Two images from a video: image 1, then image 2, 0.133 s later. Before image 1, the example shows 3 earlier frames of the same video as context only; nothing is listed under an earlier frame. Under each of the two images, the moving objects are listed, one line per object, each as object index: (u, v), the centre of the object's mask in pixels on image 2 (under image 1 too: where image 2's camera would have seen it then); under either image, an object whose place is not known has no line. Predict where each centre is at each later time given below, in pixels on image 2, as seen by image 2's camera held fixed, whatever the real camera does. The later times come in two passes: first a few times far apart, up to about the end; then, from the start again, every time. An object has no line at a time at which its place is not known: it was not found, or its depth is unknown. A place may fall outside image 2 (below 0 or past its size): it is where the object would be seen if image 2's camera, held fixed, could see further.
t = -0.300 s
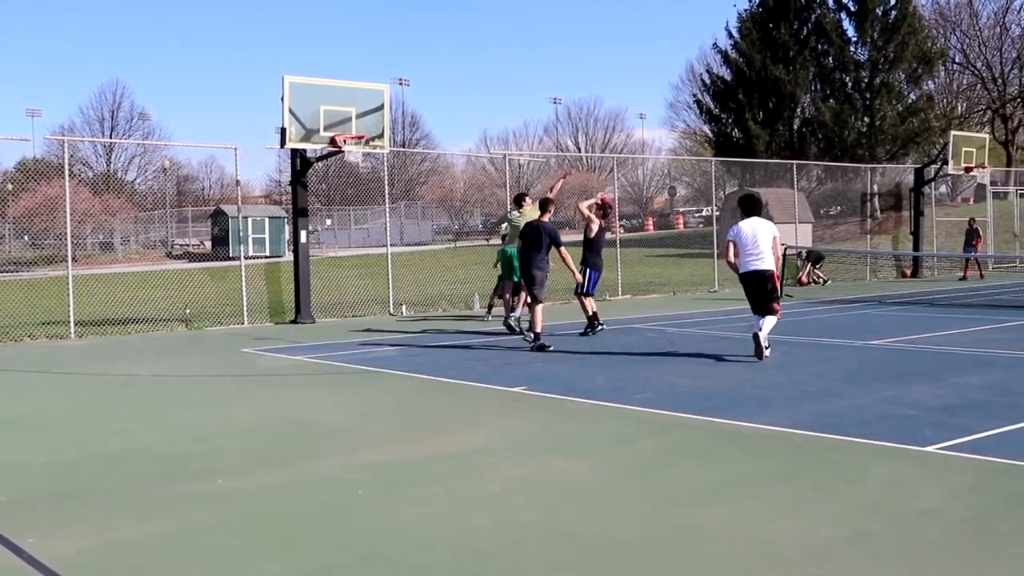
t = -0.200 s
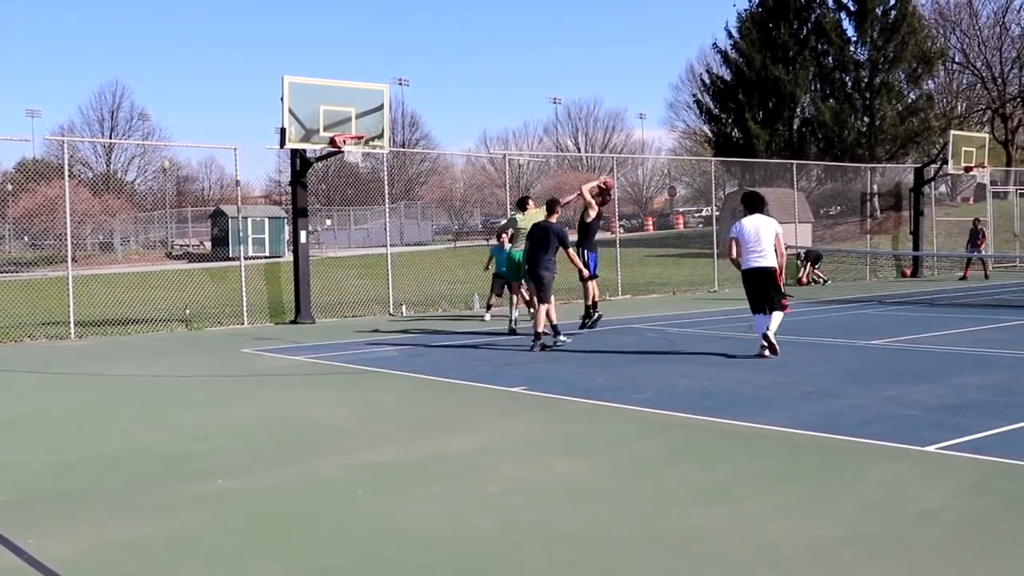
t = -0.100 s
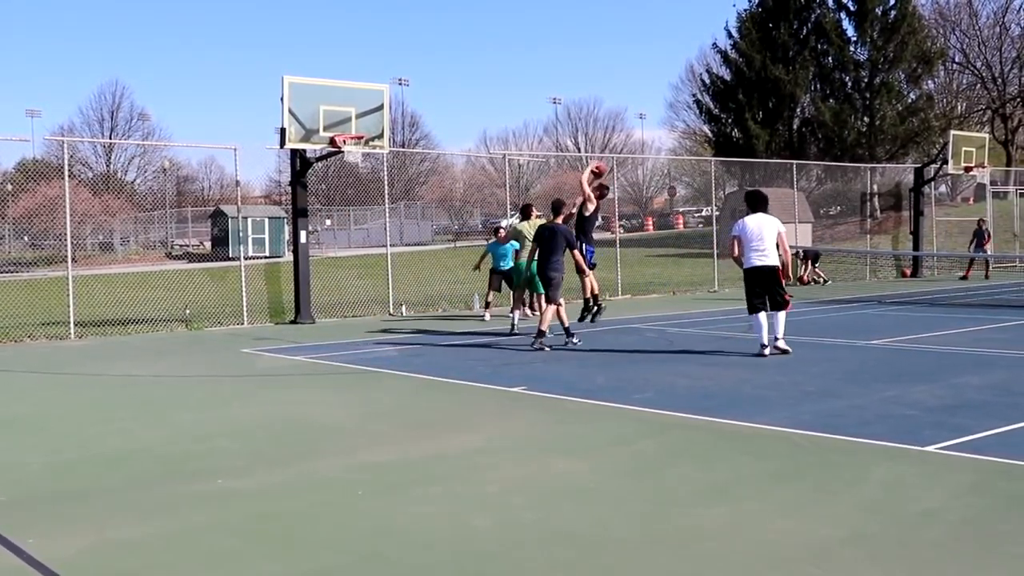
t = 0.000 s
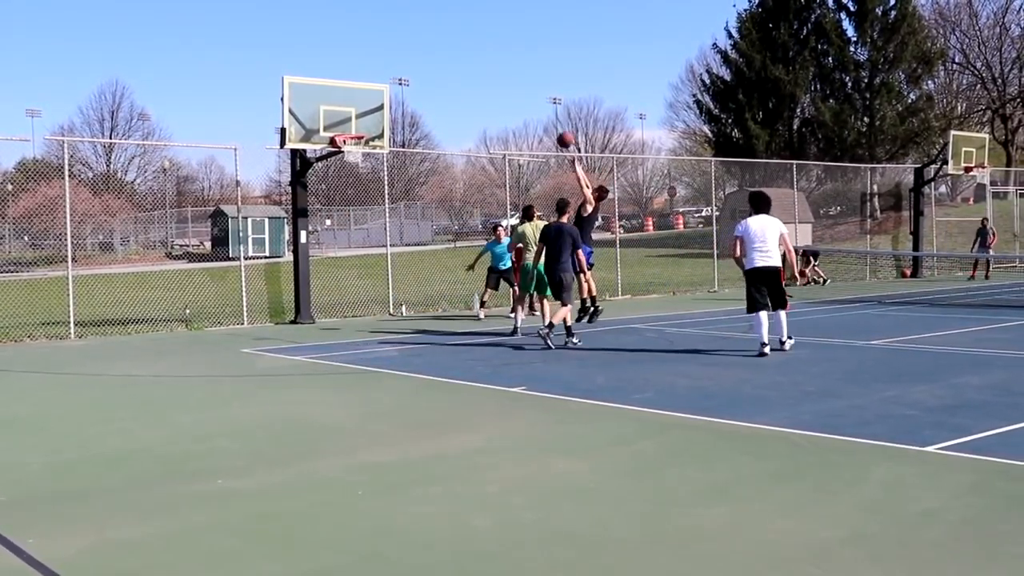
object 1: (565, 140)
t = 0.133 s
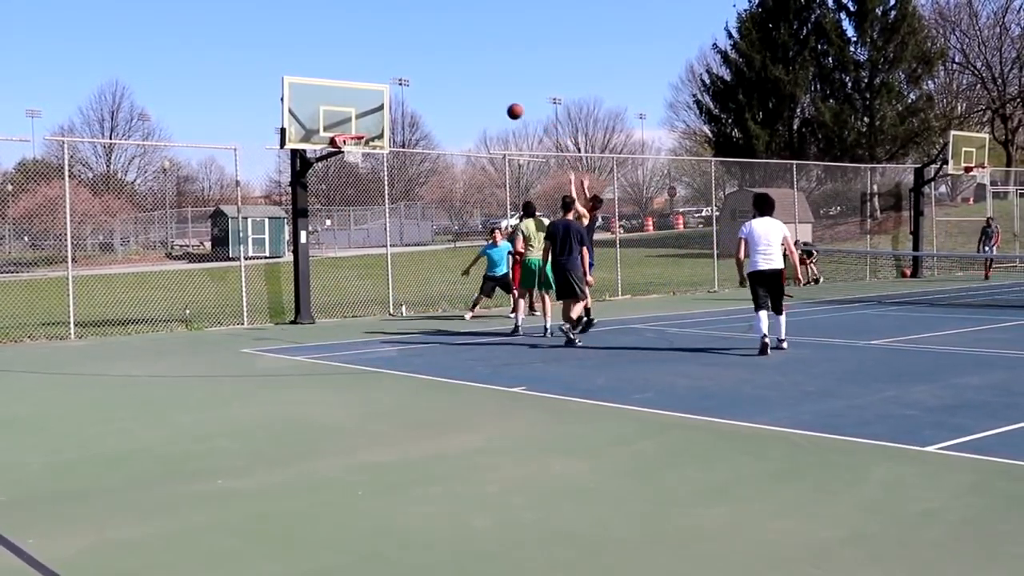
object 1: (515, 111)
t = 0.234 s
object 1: (479, 98)
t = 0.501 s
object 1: (389, 97)
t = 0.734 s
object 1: (317, 133)
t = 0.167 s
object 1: (503, 106)
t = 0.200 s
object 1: (491, 102)
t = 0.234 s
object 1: (479, 98)
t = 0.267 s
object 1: (467, 95)
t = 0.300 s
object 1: (456, 93)
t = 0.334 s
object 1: (444, 92)
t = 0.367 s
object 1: (433, 92)
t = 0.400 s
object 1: (421, 92)
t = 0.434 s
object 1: (411, 93)
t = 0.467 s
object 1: (399, 95)
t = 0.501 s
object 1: (389, 97)
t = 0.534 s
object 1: (378, 100)
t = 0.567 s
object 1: (367, 104)
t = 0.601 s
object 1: (357, 108)
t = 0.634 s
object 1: (346, 114)
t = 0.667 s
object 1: (336, 120)
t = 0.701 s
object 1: (327, 126)
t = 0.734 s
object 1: (317, 133)
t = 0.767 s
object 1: (316, 137)
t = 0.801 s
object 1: (317, 143)
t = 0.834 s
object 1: (318, 147)
